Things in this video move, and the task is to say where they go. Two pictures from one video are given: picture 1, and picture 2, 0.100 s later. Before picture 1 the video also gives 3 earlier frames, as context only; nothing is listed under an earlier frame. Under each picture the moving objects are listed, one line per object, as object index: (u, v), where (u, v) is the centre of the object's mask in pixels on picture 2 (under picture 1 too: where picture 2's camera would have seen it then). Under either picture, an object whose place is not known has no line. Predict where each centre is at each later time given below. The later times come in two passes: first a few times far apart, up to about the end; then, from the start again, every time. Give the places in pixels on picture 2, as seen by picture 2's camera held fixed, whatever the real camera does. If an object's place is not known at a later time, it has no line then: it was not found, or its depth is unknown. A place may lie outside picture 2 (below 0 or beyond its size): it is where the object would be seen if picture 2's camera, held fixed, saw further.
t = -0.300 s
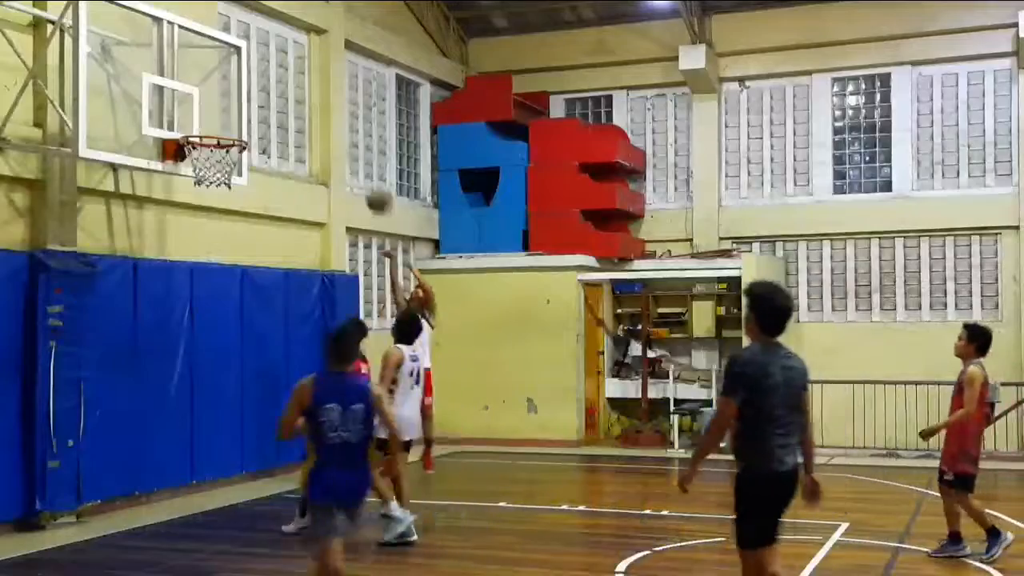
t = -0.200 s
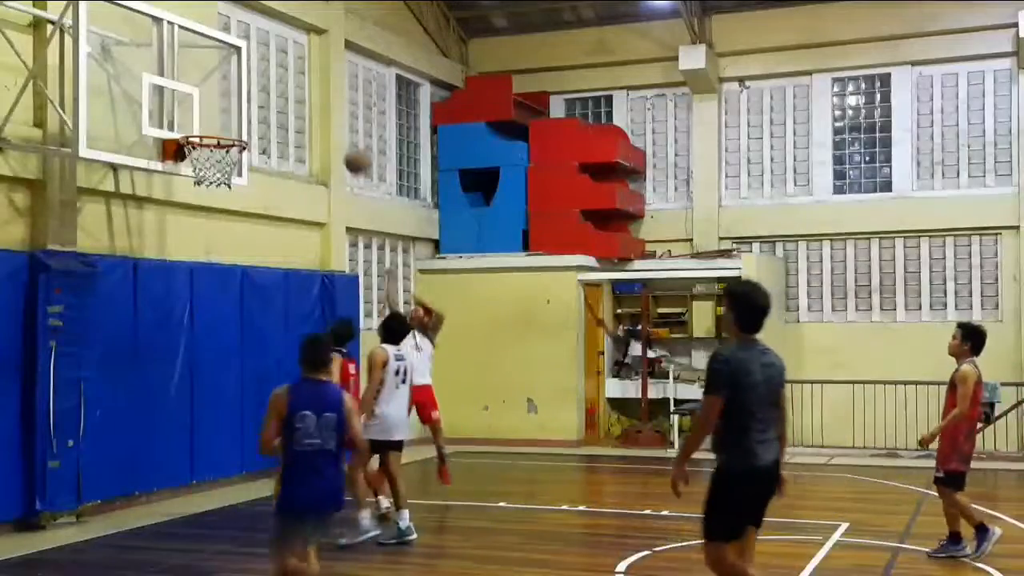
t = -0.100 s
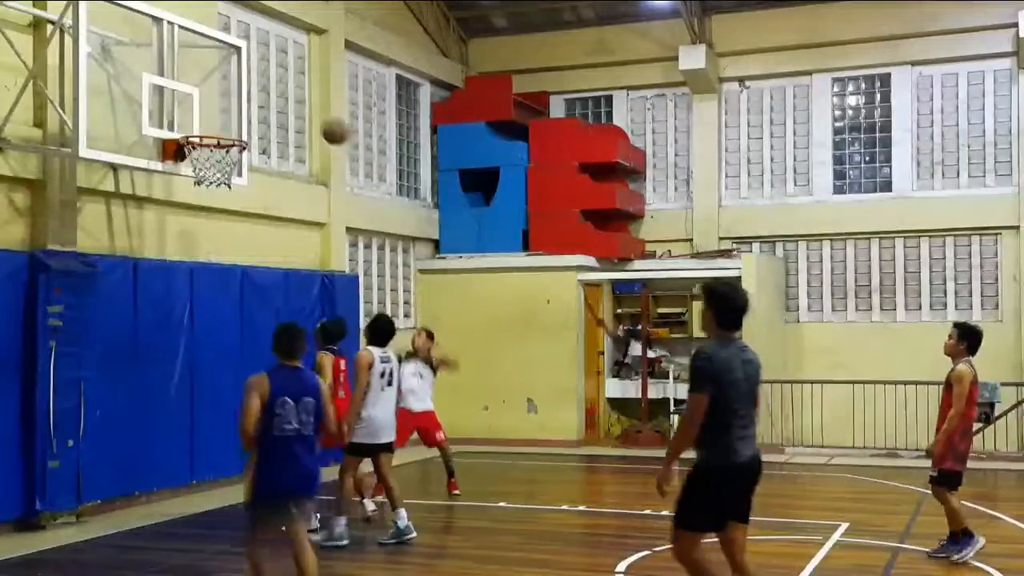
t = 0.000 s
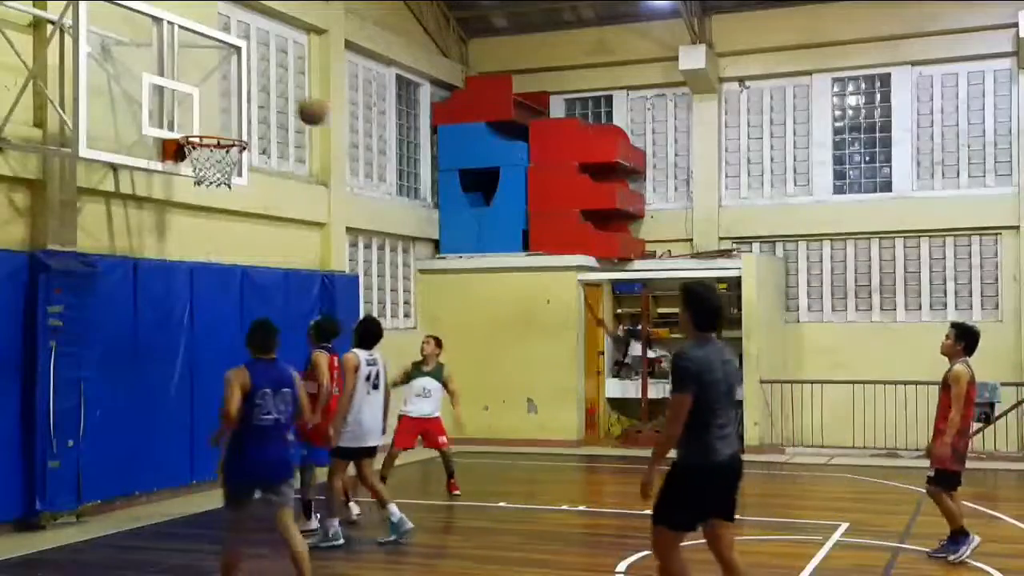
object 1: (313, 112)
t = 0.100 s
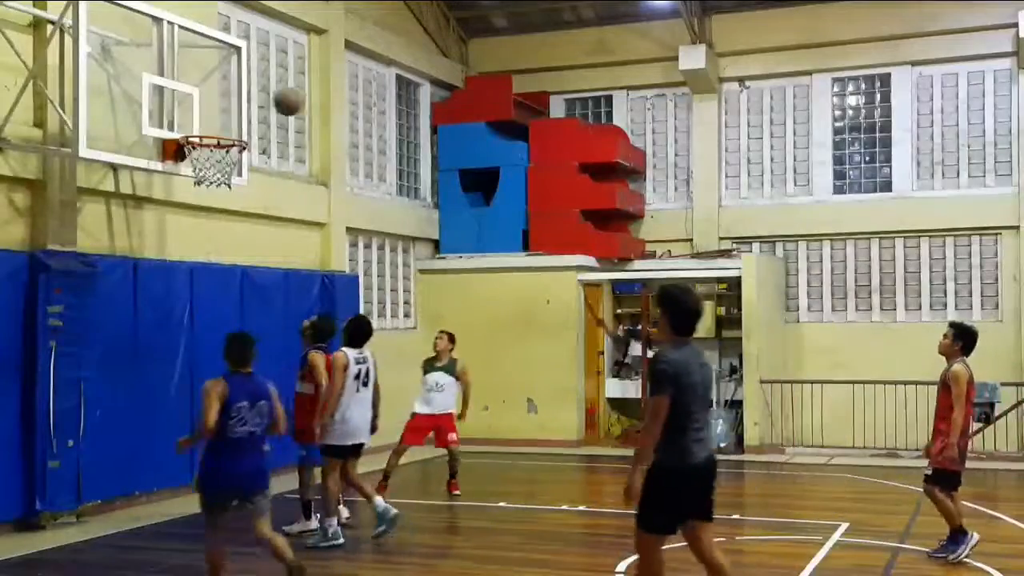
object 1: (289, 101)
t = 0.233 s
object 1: (253, 105)
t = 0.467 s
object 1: (200, 158)
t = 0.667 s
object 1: (223, 198)
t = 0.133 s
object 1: (279, 101)
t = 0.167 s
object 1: (270, 101)
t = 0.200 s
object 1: (264, 102)
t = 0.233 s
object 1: (253, 105)
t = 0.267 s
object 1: (244, 110)
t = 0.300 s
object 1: (235, 116)
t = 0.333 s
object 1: (225, 124)
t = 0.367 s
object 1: (215, 128)
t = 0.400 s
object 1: (207, 144)
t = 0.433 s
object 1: (200, 153)
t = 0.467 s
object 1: (200, 158)
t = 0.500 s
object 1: (203, 165)
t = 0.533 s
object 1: (208, 168)
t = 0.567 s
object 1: (213, 177)
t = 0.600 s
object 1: (217, 183)
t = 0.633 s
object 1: (220, 191)
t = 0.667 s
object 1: (223, 198)
